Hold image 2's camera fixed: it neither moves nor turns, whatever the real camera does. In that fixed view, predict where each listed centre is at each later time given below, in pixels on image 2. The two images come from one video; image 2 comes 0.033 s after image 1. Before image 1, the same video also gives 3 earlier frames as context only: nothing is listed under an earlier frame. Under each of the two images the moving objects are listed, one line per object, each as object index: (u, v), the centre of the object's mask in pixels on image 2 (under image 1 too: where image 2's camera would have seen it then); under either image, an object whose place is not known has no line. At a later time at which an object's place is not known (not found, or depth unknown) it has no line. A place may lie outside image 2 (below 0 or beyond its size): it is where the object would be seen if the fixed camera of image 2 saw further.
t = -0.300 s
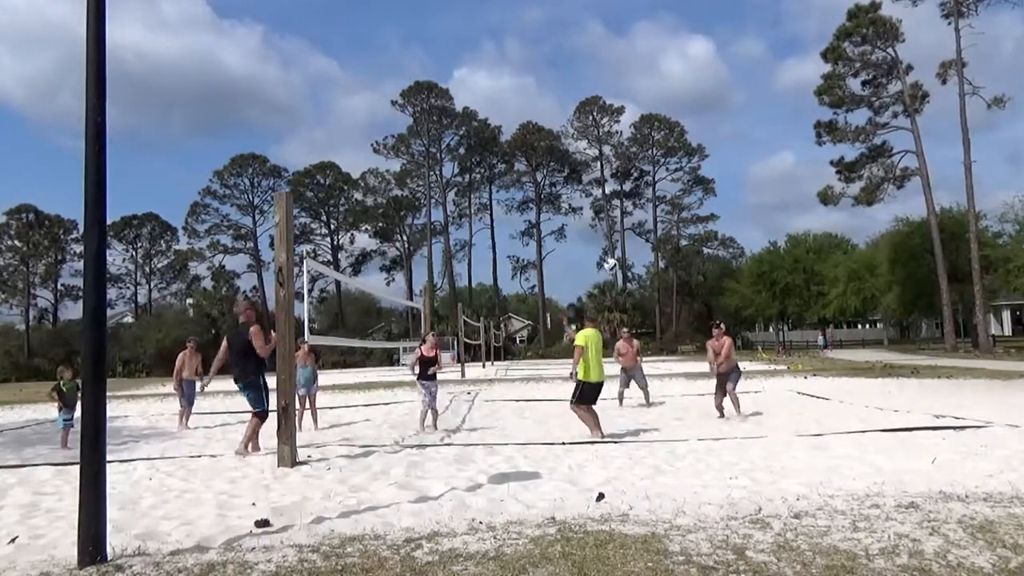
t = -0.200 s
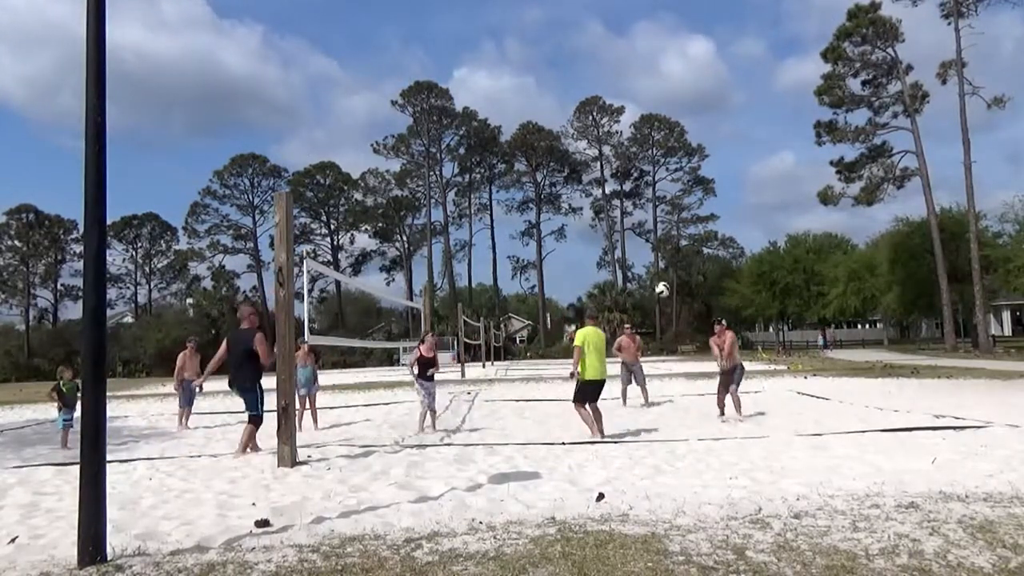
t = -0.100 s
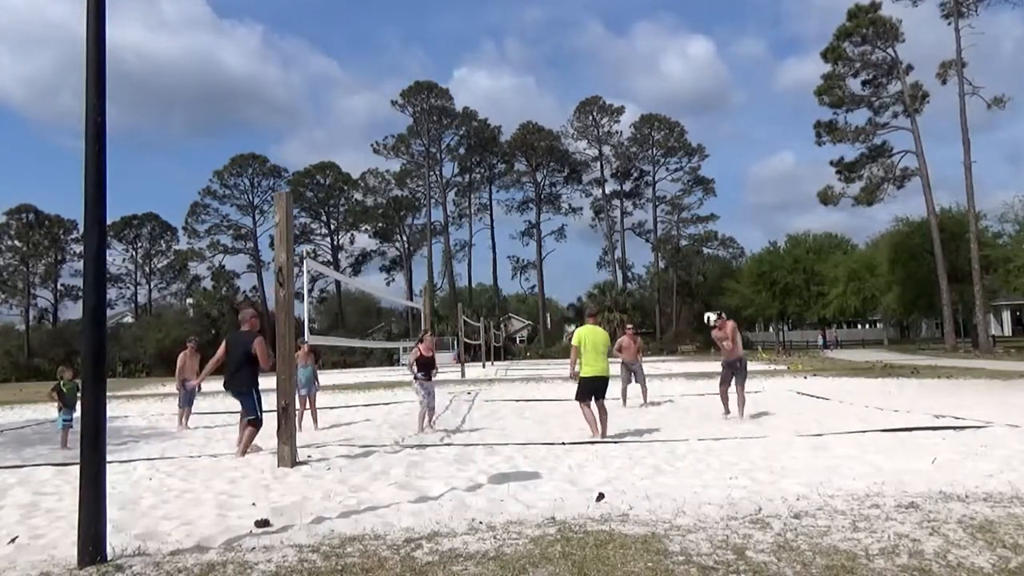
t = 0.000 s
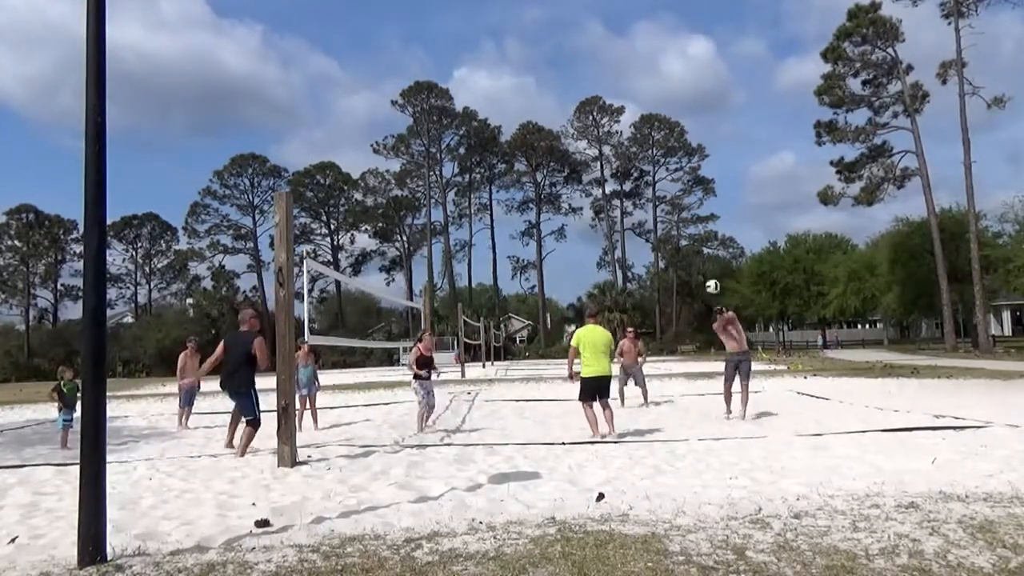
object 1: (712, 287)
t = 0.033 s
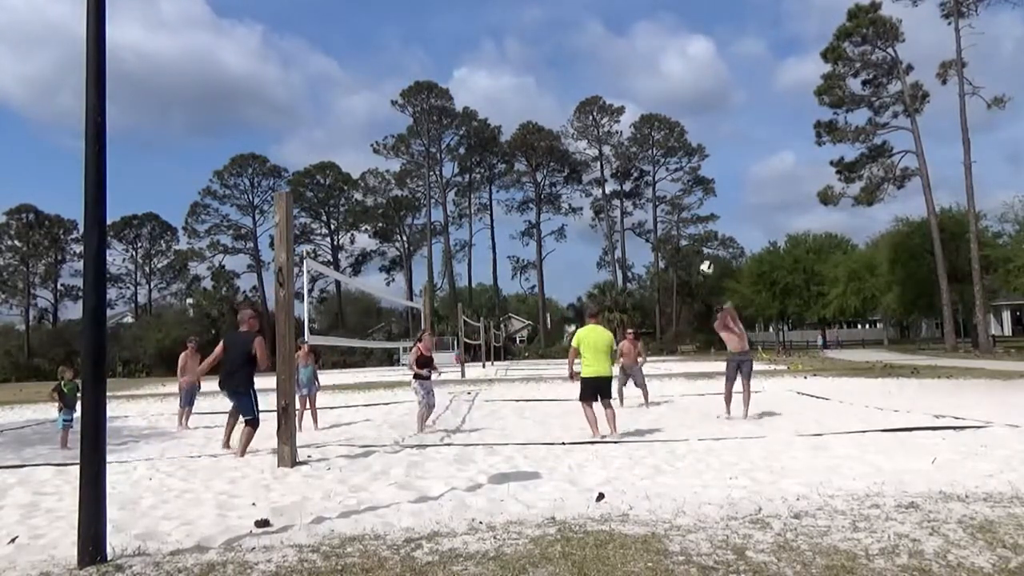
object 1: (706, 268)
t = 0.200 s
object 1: (677, 188)
